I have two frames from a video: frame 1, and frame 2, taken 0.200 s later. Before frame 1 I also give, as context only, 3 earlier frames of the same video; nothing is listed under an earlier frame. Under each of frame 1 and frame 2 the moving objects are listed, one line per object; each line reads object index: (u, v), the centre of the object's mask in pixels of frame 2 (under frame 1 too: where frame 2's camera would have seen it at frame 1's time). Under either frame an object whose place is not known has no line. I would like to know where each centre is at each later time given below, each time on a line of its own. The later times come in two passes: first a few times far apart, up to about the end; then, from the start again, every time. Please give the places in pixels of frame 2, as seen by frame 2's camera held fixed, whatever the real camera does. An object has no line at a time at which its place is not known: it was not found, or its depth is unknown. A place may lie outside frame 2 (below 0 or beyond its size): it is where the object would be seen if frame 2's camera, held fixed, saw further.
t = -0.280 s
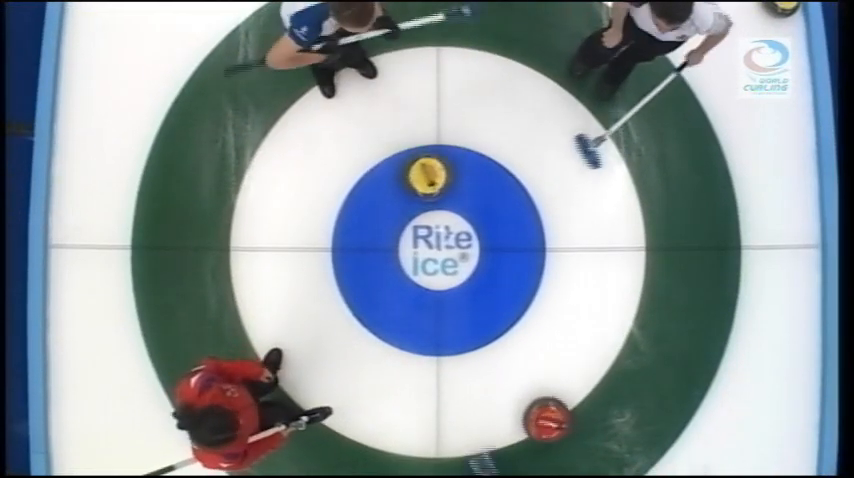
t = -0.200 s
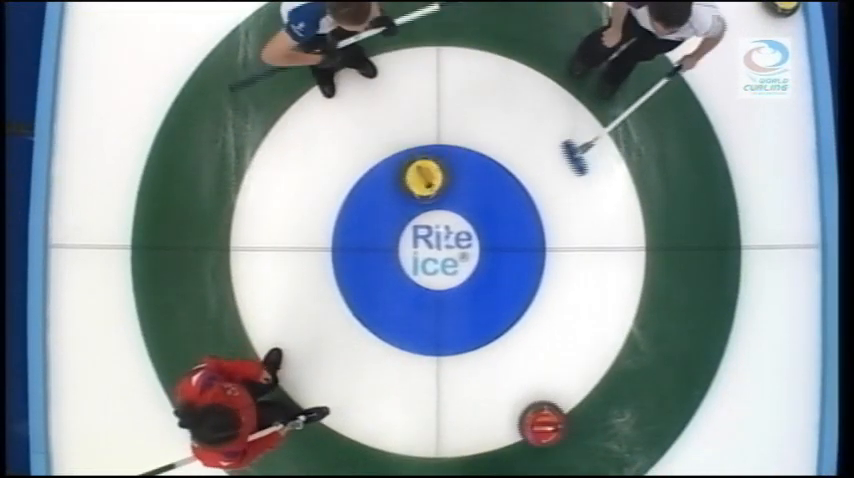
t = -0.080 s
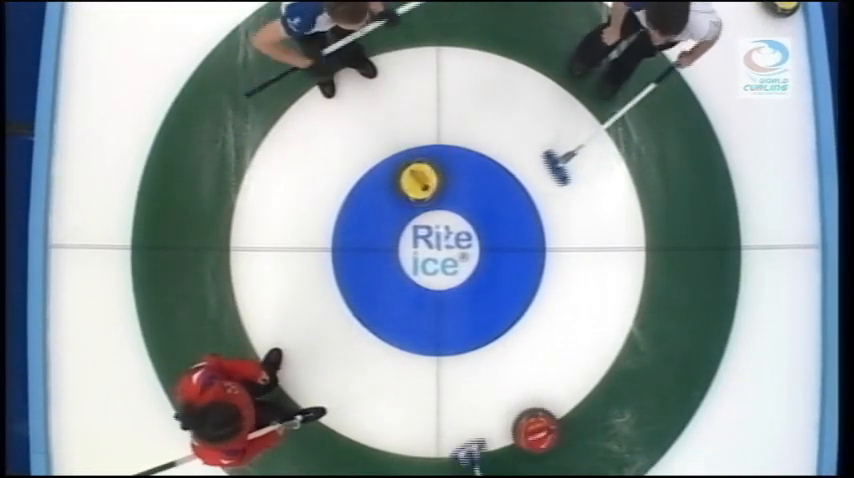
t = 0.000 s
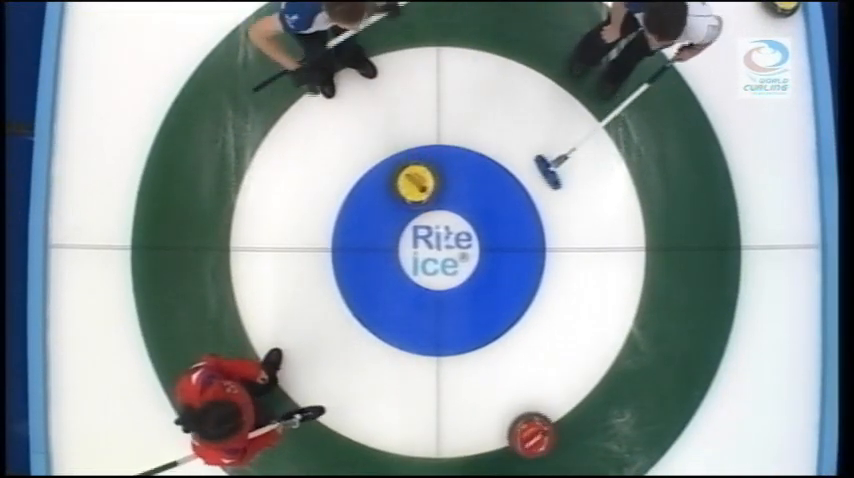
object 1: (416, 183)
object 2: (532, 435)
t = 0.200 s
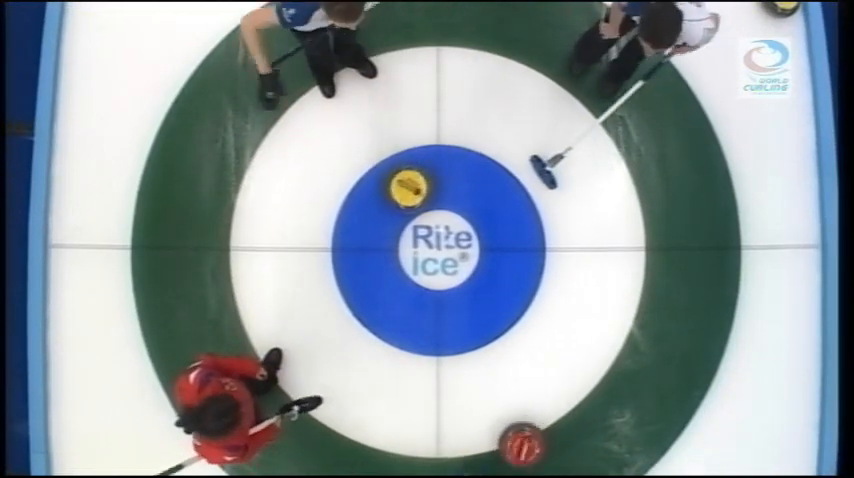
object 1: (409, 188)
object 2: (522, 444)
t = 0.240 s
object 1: (407, 189)
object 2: (520, 447)
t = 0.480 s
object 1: (400, 194)
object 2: (510, 456)
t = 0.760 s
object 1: (394, 200)
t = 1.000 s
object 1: (391, 203)
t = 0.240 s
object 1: (407, 189)
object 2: (520, 447)
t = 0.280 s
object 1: (405, 190)
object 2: (518, 448)
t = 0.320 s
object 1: (405, 191)
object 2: (516, 451)
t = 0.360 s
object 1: (403, 192)
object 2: (515, 452)
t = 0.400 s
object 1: (402, 193)
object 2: (513, 453)
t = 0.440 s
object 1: (401, 193)
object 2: (512, 454)
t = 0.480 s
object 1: (400, 194)
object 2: (510, 456)
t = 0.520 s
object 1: (399, 195)
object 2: (509, 457)
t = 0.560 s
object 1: (398, 196)
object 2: (507, 458)
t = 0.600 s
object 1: (397, 197)
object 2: (505, 459)
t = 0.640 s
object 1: (396, 198)
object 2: (504, 459)
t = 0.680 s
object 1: (395, 198)
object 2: (501, 461)
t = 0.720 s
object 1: (395, 199)
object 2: (501, 461)
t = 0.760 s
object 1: (394, 200)
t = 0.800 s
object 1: (393, 200)
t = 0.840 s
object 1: (393, 201)
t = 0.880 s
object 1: (392, 201)
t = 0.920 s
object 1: (392, 202)
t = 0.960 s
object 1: (391, 203)
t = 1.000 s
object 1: (391, 203)
